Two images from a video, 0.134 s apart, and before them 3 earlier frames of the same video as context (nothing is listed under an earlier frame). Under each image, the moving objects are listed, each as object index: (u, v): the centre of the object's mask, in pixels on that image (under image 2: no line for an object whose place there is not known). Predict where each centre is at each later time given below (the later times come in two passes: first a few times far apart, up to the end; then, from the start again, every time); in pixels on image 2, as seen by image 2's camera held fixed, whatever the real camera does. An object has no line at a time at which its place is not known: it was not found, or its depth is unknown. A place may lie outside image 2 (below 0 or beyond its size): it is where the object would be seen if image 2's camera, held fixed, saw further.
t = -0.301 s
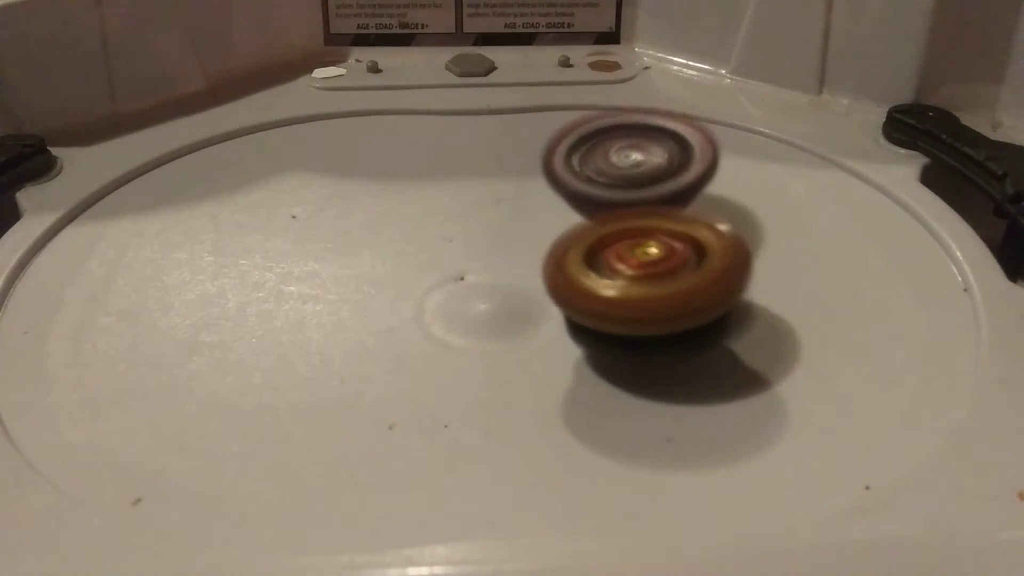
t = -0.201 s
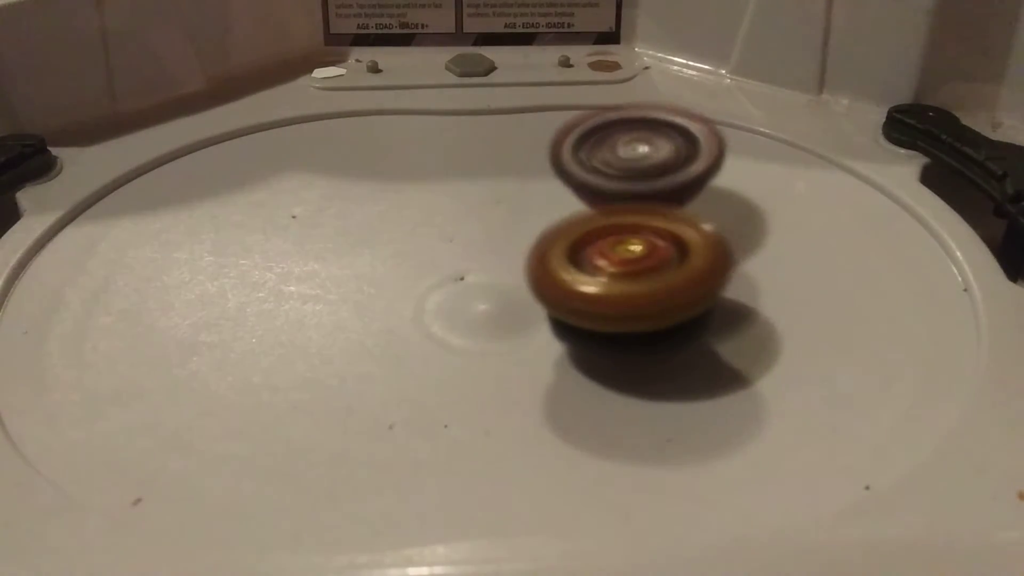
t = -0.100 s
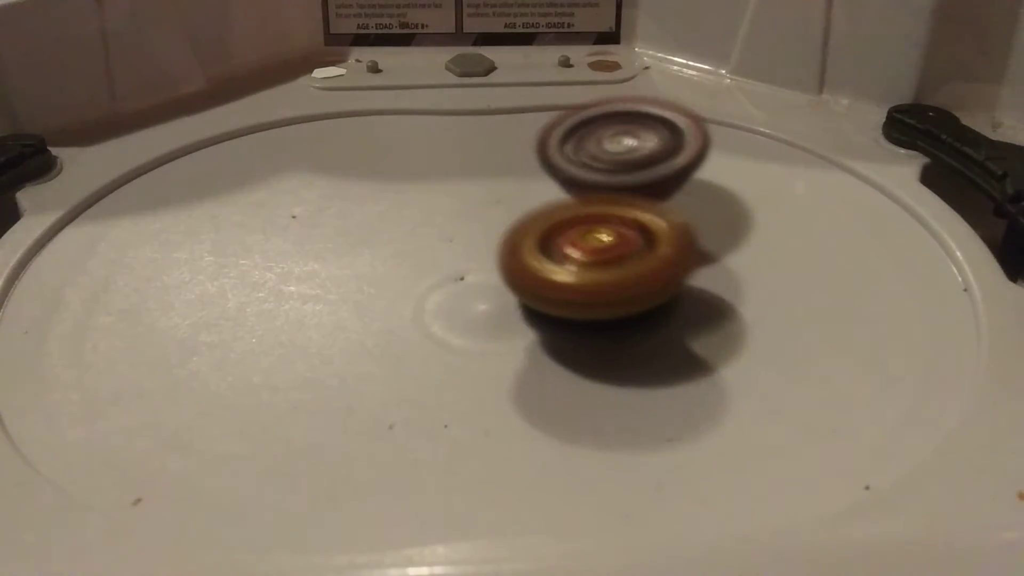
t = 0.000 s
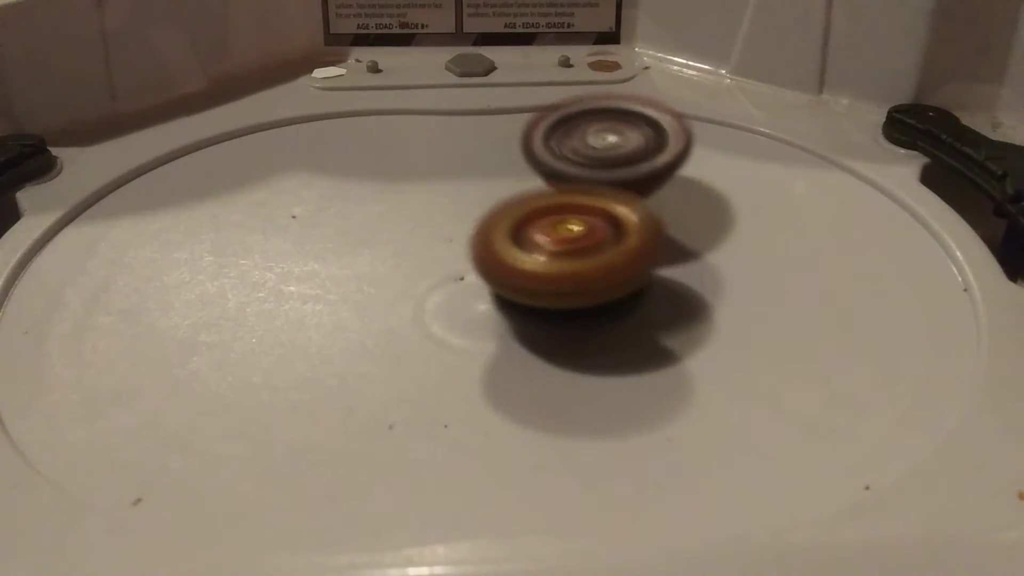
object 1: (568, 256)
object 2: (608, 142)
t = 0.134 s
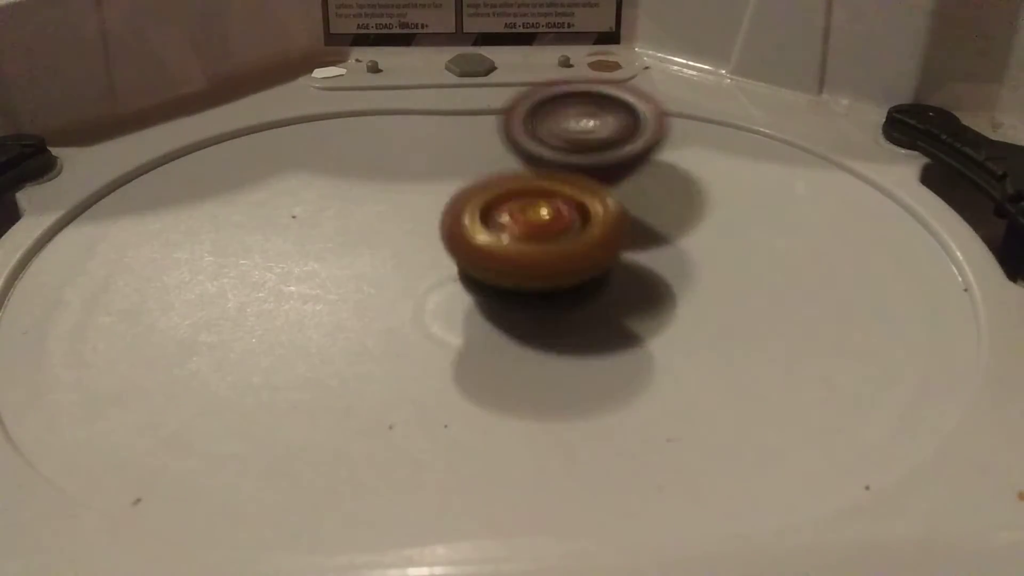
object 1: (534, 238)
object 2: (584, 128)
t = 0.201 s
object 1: (517, 229)
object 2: (561, 108)
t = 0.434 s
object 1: (443, 225)
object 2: (467, 96)
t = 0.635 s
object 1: (477, 224)
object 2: (408, 123)
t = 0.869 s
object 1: (431, 265)
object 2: (370, 145)
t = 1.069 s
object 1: (438, 281)
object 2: (373, 168)
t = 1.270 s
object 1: (450, 305)
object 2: (412, 178)
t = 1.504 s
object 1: (453, 310)
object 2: (473, 185)
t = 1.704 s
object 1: (457, 308)
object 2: (548, 184)
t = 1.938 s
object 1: (498, 277)
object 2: (606, 175)
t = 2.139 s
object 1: (503, 280)
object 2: (661, 114)
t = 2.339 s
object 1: (558, 265)
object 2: (636, 98)
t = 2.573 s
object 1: (600, 259)
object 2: (609, 141)
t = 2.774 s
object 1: (589, 278)
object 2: (605, 159)
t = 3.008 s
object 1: (514, 286)
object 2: (592, 175)
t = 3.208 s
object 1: (437, 275)
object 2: (570, 185)
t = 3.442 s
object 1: (400, 248)
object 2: (586, 187)
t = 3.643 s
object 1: (413, 228)
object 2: (603, 194)
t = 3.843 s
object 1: (448, 218)
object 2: (638, 200)
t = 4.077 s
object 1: (429, 240)
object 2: (698, 205)
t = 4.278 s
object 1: (422, 250)
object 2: (695, 214)
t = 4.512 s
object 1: (423, 260)
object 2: (640, 241)
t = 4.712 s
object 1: (392, 245)
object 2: (656, 258)
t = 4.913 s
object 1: (406, 224)
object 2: (650, 265)
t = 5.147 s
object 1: (470, 214)
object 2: (622, 273)
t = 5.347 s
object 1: (507, 215)
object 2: (647, 290)
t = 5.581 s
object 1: (517, 217)
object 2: (643, 295)
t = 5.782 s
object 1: (539, 219)
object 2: (647, 310)
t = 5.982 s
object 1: (525, 222)
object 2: (646, 315)
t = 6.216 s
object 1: (519, 214)
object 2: (620, 309)
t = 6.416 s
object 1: (530, 204)
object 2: (609, 304)
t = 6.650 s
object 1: (527, 202)
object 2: (594, 308)
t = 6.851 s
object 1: (513, 203)
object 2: (585, 304)
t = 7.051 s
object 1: (507, 210)
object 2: (597, 314)
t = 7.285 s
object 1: (464, 221)
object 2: (610, 311)
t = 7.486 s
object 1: (422, 221)
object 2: (590, 280)
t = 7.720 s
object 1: (417, 218)
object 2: (598, 248)
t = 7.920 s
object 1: (420, 222)
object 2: (629, 227)
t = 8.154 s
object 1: (432, 247)
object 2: (627, 208)
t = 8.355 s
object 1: (427, 279)
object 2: (592, 196)
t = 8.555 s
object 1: (414, 288)
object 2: (546, 192)
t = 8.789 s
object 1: (421, 294)
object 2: (511, 185)
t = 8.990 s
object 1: (434, 295)
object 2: (506, 176)
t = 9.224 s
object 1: (465, 295)
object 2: (529, 167)
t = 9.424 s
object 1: (494, 279)
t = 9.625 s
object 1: (541, 273)
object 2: (609, 150)
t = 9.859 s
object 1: (541, 272)
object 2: (648, 145)
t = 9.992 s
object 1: (545, 260)
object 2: (659, 155)
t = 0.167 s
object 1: (528, 233)
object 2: (573, 120)
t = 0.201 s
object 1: (517, 229)
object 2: (561, 108)
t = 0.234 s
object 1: (502, 222)
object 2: (549, 101)
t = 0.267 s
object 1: (482, 218)
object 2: (536, 96)
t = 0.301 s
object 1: (469, 219)
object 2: (523, 94)
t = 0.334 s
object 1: (464, 221)
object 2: (510, 93)
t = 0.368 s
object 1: (455, 225)
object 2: (494, 93)
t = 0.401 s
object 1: (445, 225)
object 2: (481, 95)
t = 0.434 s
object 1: (443, 225)
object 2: (467, 96)
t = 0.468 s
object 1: (448, 222)
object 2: (456, 98)
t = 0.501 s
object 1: (459, 218)
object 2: (446, 100)
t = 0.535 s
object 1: (476, 214)
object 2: (434, 106)
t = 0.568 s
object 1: (483, 218)
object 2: (423, 113)
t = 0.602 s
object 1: (484, 221)
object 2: (416, 120)
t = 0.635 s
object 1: (477, 224)
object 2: (408, 123)
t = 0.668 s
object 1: (463, 228)
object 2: (400, 126)
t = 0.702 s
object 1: (442, 232)
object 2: (393, 129)
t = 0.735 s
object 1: (424, 241)
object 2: (386, 134)
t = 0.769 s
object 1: (413, 253)
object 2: (380, 138)
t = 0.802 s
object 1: (416, 259)
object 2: (377, 142)
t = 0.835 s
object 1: (424, 263)
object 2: (373, 143)
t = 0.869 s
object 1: (431, 265)
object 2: (370, 145)
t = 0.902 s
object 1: (437, 271)
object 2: (366, 149)
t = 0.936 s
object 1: (441, 276)
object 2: (363, 154)
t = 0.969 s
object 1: (442, 276)
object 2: (363, 160)
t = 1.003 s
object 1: (440, 277)
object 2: (365, 166)
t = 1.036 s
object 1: (438, 278)
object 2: (369, 168)
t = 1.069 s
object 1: (438, 281)
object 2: (373, 168)
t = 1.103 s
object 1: (440, 284)
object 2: (377, 169)
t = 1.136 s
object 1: (442, 287)
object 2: (382, 172)
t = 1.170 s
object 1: (445, 290)
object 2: (389, 174)
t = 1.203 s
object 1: (448, 294)
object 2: (397, 176)
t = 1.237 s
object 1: (450, 301)
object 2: (405, 177)
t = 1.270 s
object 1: (450, 305)
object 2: (412, 178)
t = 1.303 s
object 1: (451, 307)
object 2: (419, 179)
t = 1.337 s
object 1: (451, 308)
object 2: (426, 180)
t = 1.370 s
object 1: (452, 309)
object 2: (435, 181)
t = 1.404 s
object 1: (452, 309)
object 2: (443, 183)
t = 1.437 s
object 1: (452, 309)
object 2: (452, 184)
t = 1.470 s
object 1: (453, 309)
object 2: (462, 185)
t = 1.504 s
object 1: (453, 310)
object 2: (473, 185)
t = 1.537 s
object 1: (454, 310)
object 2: (483, 186)
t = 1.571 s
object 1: (455, 310)
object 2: (494, 187)
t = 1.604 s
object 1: (456, 310)
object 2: (507, 188)
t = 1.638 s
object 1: (455, 311)
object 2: (524, 186)
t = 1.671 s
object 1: (456, 310)
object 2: (537, 185)
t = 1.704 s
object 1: (457, 308)
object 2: (548, 184)
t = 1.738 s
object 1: (458, 306)
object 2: (558, 183)
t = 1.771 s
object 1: (462, 302)
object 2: (568, 183)
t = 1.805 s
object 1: (467, 298)
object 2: (577, 181)
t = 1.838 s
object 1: (474, 292)
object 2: (584, 180)
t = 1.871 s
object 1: (482, 287)
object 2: (592, 177)
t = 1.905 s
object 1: (487, 281)
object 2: (599, 176)
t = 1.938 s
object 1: (498, 277)
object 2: (606, 175)
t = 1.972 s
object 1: (507, 281)
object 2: (620, 166)
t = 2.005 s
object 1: (510, 285)
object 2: (638, 150)
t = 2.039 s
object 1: (508, 286)
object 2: (649, 138)
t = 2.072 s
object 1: (504, 285)
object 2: (656, 128)
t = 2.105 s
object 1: (502, 284)
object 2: (660, 121)
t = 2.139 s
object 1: (503, 280)
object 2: (661, 114)
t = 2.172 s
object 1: (511, 278)
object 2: (659, 109)
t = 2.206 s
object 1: (521, 274)
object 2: (657, 103)
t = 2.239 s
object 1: (534, 270)
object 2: (652, 99)
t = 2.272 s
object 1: (544, 267)
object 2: (647, 97)
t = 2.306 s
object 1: (551, 266)
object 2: (642, 97)
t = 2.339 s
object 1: (558, 265)
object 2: (636, 98)
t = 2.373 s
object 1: (567, 263)
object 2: (628, 101)
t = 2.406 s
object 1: (574, 261)
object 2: (621, 105)
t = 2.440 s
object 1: (581, 260)
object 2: (617, 112)
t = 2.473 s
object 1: (587, 259)
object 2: (614, 120)
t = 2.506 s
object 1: (591, 259)
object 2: (611, 127)
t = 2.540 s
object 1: (596, 258)
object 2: (610, 135)
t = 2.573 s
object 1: (600, 259)
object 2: (609, 141)
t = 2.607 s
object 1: (602, 263)
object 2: (610, 144)
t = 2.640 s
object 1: (603, 266)
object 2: (611, 146)
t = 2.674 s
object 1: (603, 269)
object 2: (610, 150)
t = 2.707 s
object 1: (601, 271)
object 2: (608, 154)
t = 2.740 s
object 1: (596, 275)
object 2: (608, 156)
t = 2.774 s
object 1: (589, 278)
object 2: (605, 159)
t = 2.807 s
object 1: (581, 281)
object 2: (603, 163)
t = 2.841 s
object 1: (571, 284)
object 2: (602, 165)
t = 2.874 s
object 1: (561, 285)
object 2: (599, 167)
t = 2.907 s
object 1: (550, 285)
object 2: (597, 170)
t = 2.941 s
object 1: (539, 286)
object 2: (595, 173)
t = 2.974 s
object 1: (528, 286)
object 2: (593, 174)
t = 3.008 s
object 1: (514, 286)
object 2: (592, 175)
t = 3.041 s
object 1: (498, 286)
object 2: (589, 176)
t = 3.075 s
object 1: (482, 286)
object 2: (586, 177)
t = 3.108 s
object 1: (467, 284)
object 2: (581, 178)
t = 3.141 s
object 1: (454, 281)
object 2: (577, 180)
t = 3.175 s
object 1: (444, 278)
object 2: (573, 182)
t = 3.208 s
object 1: (437, 275)
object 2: (570, 185)
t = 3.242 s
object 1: (430, 272)
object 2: (570, 187)
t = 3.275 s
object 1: (422, 269)
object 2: (572, 188)
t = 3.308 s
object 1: (413, 264)
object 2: (576, 187)
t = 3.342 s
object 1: (407, 260)
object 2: (579, 187)
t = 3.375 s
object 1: (403, 256)
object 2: (582, 186)
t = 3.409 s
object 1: (400, 252)
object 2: (584, 187)
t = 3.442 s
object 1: (400, 248)
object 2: (586, 187)
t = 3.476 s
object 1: (401, 244)
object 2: (588, 188)
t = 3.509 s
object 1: (402, 240)
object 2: (589, 189)
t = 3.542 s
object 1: (405, 236)
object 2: (590, 190)
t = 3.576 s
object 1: (409, 233)
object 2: (591, 192)
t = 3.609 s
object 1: (410, 230)
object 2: (597, 193)
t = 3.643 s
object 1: (413, 228)
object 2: (603, 194)
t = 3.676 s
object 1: (418, 225)
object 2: (607, 195)
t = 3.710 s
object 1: (423, 223)
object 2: (611, 196)
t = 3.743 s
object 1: (427, 221)
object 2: (618, 197)
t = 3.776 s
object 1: (433, 220)
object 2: (624, 198)
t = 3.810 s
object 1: (440, 219)
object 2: (630, 198)
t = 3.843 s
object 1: (448, 218)
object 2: (638, 200)
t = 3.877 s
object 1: (457, 216)
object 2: (649, 200)
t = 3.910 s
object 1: (469, 218)
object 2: (661, 201)
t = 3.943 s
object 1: (474, 221)
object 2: (671, 202)
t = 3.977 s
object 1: (469, 224)
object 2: (680, 202)
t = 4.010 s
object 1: (456, 228)
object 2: (688, 203)
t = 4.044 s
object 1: (439, 234)
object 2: (694, 204)
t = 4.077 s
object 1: (429, 240)
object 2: (698, 205)
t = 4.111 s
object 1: (424, 243)
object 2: (700, 206)
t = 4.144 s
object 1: (422, 245)
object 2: (702, 207)
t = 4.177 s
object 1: (422, 247)
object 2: (702, 209)
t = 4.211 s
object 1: (422, 247)
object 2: (701, 210)
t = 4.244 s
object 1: (423, 249)
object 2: (699, 212)
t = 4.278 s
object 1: (422, 250)
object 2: (695, 214)
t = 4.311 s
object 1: (421, 250)
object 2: (691, 217)
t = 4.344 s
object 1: (422, 249)
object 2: (686, 220)
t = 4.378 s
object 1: (423, 250)
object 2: (679, 224)
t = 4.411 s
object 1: (424, 253)
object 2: (670, 228)
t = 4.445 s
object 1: (424, 257)
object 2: (661, 232)
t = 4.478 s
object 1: (423, 259)
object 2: (651, 237)
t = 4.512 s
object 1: (423, 260)
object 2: (640, 241)
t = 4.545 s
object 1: (423, 261)
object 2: (628, 246)
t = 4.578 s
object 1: (415, 259)
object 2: (631, 249)
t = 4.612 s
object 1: (405, 256)
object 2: (644, 252)
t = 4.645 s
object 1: (399, 253)
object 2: (650, 255)
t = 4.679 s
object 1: (395, 249)
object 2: (654, 257)
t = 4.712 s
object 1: (392, 245)
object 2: (656, 258)
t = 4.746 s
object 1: (391, 242)
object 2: (658, 260)
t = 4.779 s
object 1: (391, 238)
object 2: (658, 261)
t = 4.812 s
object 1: (393, 236)
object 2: (658, 262)
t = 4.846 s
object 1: (396, 233)
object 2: (656, 263)
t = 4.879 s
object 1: (400, 229)
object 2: (654, 264)
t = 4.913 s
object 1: (406, 224)
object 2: (650, 265)
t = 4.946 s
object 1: (412, 224)
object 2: (645, 265)
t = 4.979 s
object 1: (420, 223)
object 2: (639, 266)
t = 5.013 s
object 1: (429, 222)
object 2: (632, 267)
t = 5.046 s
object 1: (439, 221)
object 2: (624, 267)
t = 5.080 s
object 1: (451, 219)
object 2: (619, 268)
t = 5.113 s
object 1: (462, 215)
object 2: (619, 270)
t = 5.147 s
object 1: (470, 214)
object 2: (622, 273)
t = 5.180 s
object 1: (478, 213)
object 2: (625, 277)
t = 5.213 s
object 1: (486, 213)
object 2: (631, 280)
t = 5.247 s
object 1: (492, 214)
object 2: (636, 284)
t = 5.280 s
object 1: (498, 215)
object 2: (642, 286)
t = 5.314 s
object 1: (503, 216)
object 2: (645, 289)
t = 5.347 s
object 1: (507, 215)
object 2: (647, 290)
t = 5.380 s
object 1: (510, 217)
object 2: (648, 291)
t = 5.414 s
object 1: (513, 218)
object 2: (648, 292)
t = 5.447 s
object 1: (514, 218)
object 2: (648, 293)
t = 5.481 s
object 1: (514, 219)
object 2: (647, 293)
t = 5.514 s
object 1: (515, 217)
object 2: (648, 294)
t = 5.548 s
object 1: (516, 218)
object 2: (646, 295)
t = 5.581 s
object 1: (517, 217)
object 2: (643, 295)
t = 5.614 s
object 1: (519, 216)
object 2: (642, 297)
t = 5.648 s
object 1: (523, 216)
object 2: (643, 299)
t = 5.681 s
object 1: (528, 216)
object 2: (643, 301)
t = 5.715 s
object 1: (532, 216)
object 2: (643, 303)
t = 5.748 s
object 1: (537, 218)
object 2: (645, 307)
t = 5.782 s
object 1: (539, 219)
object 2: (647, 310)
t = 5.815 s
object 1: (540, 221)
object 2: (648, 312)
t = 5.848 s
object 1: (540, 223)
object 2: (648, 313)
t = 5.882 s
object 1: (539, 224)
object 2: (647, 314)
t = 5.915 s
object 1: (536, 224)
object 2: (648, 315)
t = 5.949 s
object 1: (530, 223)
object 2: (647, 315)
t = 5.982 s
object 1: (525, 222)
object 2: (646, 315)
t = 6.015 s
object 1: (520, 221)
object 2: (644, 314)
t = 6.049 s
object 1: (516, 219)
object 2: (640, 313)
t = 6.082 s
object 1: (515, 217)
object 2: (636, 311)
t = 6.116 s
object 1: (515, 215)
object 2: (631, 308)
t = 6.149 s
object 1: (516, 213)
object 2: (624, 305)
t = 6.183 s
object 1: (518, 215)
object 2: (618, 303)
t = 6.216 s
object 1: (519, 214)
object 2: (620, 309)
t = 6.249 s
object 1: (523, 212)
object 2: (619, 311)
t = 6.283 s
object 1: (525, 211)
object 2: (619, 310)
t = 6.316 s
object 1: (526, 208)
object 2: (617, 310)
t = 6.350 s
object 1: (527, 207)
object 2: (616, 308)
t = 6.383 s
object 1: (529, 205)
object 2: (612, 306)
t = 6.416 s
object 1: (530, 204)
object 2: (609, 304)
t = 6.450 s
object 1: (531, 203)
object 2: (603, 302)
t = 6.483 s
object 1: (531, 202)
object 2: (599, 302)
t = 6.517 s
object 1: (530, 202)
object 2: (596, 303)
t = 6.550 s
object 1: (530, 202)
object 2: (595, 306)
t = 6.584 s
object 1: (528, 202)
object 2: (595, 307)
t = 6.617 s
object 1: (528, 202)
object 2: (594, 308)
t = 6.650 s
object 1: (527, 202)
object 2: (594, 308)
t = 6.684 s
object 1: (526, 202)
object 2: (592, 307)
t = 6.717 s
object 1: (524, 202)
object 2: (590, 305)
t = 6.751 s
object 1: (523, 201)
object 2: (586, 303)
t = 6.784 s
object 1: (520, 201)
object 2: (584, 303)
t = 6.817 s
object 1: (516, 202)
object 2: (585, 304)
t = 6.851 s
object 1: (513, 203)
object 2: (585, 304)
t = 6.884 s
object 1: (511, 203)
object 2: (585, 303)
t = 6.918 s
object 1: (509, 204)
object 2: (583, 302)
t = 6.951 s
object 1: (509, 205)
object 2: (583, 302)
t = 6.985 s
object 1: (509, 207)
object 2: (590, 308)
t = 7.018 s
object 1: (508, 209)
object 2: (594, 312)
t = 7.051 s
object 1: (507, 210)
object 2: (597, 314)
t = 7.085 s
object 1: (506, 211)
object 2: (601, 316)
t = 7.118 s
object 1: (505, 214)
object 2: (603, 318)
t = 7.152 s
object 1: (504, 217)
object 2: (606, 320)
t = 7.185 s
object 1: (499, 220)
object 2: (609, 320)
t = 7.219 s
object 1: (492, 216)
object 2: (612, 318)
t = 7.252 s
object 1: (481, 218)
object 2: (612, 315)
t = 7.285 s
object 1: (464, 221)
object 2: (610, 311)
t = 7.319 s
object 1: (447, 226)
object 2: (608, 306)
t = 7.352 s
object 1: (435, 228)
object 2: (603, 301)
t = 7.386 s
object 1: (431, 227)
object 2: (598, 296)
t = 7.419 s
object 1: (428, 225)
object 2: (592, 289)
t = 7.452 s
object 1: (426, 223)
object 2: (586, 284)
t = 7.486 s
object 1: (422, 221)
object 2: (590, 280)
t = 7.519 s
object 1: (419, 220)
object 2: (595, 279)
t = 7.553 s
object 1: (416, 218)
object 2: (597, 276)
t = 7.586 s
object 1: (414, 219)
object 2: (600, 271)
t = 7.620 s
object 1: (413, 218)
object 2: (601, 266)
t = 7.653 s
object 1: (413, 218)
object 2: (602, 260)
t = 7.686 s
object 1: (414, 218)
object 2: (601, 254)
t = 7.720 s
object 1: (417, 218)
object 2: (598, 248)
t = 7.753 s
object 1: (418, 219)
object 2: (599, 243)
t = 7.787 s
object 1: (416, 218)
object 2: (607, 239)
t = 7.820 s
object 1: (416, 218)
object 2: (613, 236)
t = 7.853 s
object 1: (417, 219)
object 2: (620, 233)
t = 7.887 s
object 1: (418, 220)
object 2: (624, 230)
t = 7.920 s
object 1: (420, 222)
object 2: (629, 227)
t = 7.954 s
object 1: (422, 224)
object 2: (632, 224)
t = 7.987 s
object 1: (425, 227)
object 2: (634, 221)
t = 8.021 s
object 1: (429, 229)
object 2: (635, 218)
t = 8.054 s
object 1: (434, 231)
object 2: (635, 216)
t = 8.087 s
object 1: (435, 235)
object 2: (634, 213)
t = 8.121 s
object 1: (434, 239)
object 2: (631, 210)
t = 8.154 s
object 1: (432, 247)
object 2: (627, 208)
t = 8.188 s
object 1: (432, 257)
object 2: (621, 206)
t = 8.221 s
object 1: (434, 266)
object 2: (613, 204)
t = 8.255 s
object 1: (438, 273)
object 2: (605, 203)
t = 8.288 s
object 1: (438, 276)
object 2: (597, 203)
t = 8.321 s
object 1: (432, 277)
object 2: (594, 199)
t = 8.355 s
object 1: (427, 279)
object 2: (592, 196)
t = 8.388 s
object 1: (424, 282)
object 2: (587, 193)
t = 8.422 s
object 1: (421, 284)
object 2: (580, 192)
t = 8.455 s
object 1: (418, 285)
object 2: (572, 190)
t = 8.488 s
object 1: (416, 287)
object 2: (564, 190)
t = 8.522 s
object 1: (414, 287)
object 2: (555, 191)
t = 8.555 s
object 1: (414, 288)
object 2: (546, 192)
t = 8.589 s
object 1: (415, 288)
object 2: (538, 193)
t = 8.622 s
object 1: (416, 289)
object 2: (533, 192)
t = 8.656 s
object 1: (415, 291)
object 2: (530, 191)
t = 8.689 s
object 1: (415, 293)
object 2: (526, 189)
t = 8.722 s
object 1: (416, 293)
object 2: (521, 187)
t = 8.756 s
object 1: (419, 293)
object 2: (515, 186)
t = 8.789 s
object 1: (421, 294)
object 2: (511, 185)
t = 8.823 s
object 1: (423, 295)
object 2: (510, 184)
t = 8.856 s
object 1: (423, 296)
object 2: (509, 181)
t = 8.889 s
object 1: (424, 297)
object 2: (508, 179)
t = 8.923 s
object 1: (427, 296)
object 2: (507, 177)
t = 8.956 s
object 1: (430, 296)
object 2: (506, 176)
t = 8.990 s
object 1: (434, 295)
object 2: (506, 176)
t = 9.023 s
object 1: (439, 293)
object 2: (506, 176)
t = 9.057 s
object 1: (444, 292)
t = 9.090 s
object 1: (448, 293)
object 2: (514, 174)
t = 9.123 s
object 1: (451, 295)
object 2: (518, 171)
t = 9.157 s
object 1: (456, 295)
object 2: (521, 170)
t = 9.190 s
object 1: (461, 296)
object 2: (524, 168)
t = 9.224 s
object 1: (465, 295)
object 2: (529, 167)
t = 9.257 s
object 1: (470, 294)
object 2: (533, 166)
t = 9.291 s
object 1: (476, 292)
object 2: (537, 166)
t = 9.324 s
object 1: (481, 287)
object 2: (542, 166)
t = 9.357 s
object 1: (484, 284)
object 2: (546, 166)
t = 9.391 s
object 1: (488, 281)
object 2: (552, 167)
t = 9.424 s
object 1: (494, 279)
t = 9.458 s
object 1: (504, 278)
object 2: (568, 165)
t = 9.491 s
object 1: (514, 275)
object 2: (576, 163)
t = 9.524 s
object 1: (527, 272)
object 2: (586, 160)
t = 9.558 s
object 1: (535, 271)
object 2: (594, 157)
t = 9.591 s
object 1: (539, 272)
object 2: (602, 154)
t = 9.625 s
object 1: (541, 273)
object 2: (609, 150)
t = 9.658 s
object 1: (541, 274)
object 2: (616, 148)
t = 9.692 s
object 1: (542, 275)
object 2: (622, 146)
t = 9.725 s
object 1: (543, 275)
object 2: (628, 144)
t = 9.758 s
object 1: (543, 275)
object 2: (634, 142)
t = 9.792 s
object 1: (543, 275)
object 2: (640, 142)
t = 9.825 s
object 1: (542, 273)
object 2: (644, 143)
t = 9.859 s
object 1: (541, 272)
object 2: (648, 145)
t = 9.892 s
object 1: (540, 271)
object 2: (652, 147)
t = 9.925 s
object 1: (541, 268)
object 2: (655, 149)
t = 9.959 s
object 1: (543, 264)
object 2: (657, 152)
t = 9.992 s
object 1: (545, 260)
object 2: (659, 155)
